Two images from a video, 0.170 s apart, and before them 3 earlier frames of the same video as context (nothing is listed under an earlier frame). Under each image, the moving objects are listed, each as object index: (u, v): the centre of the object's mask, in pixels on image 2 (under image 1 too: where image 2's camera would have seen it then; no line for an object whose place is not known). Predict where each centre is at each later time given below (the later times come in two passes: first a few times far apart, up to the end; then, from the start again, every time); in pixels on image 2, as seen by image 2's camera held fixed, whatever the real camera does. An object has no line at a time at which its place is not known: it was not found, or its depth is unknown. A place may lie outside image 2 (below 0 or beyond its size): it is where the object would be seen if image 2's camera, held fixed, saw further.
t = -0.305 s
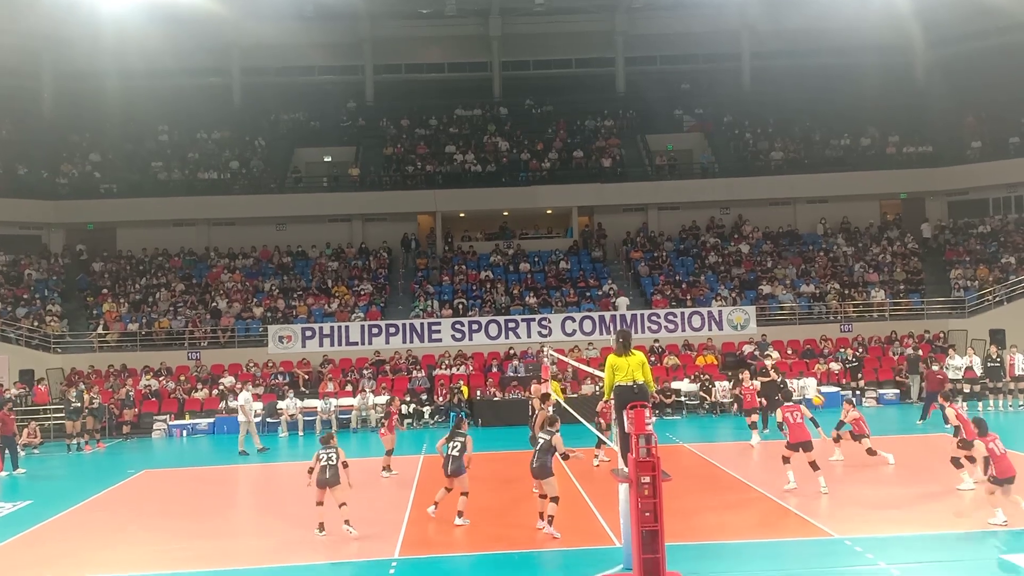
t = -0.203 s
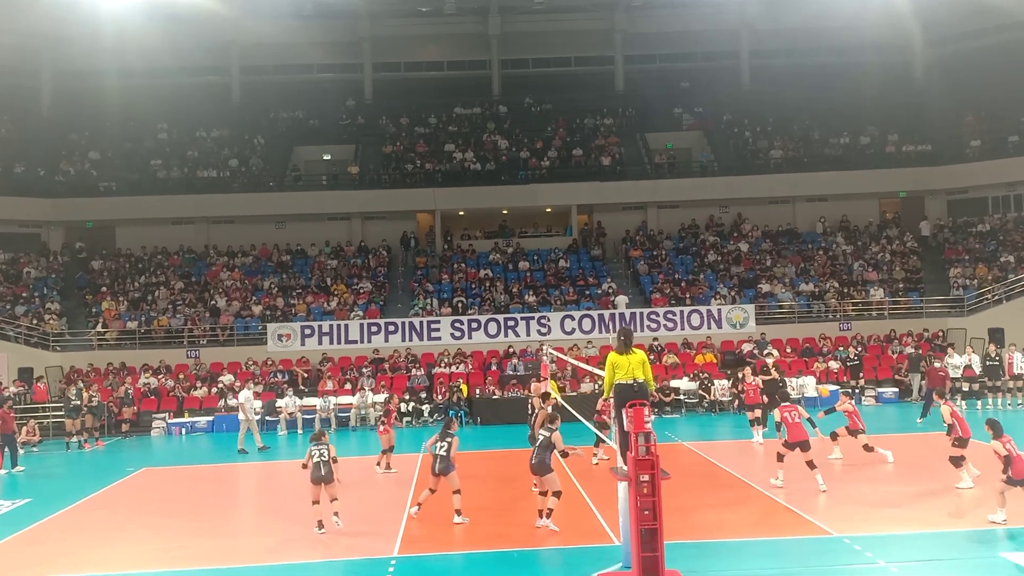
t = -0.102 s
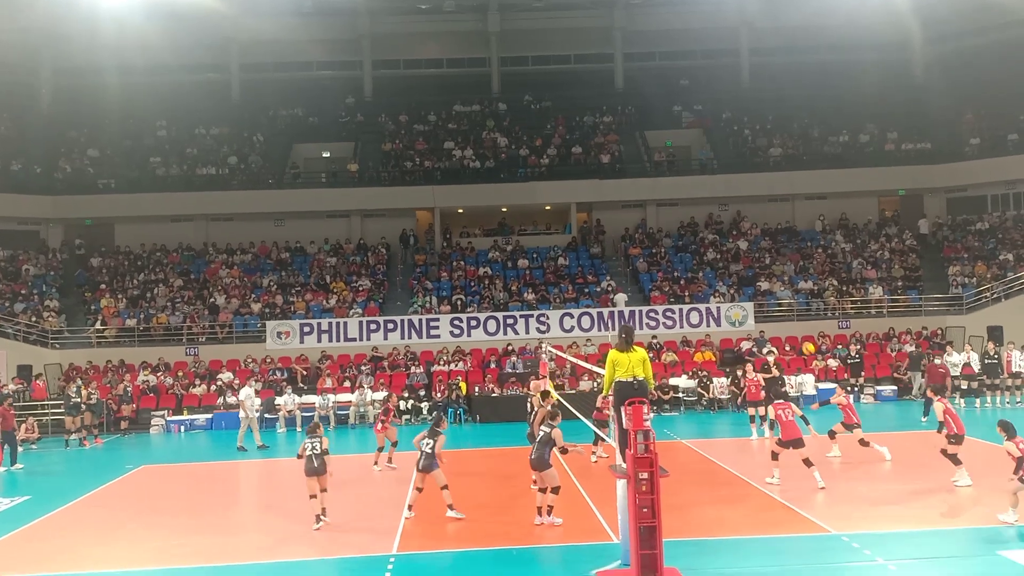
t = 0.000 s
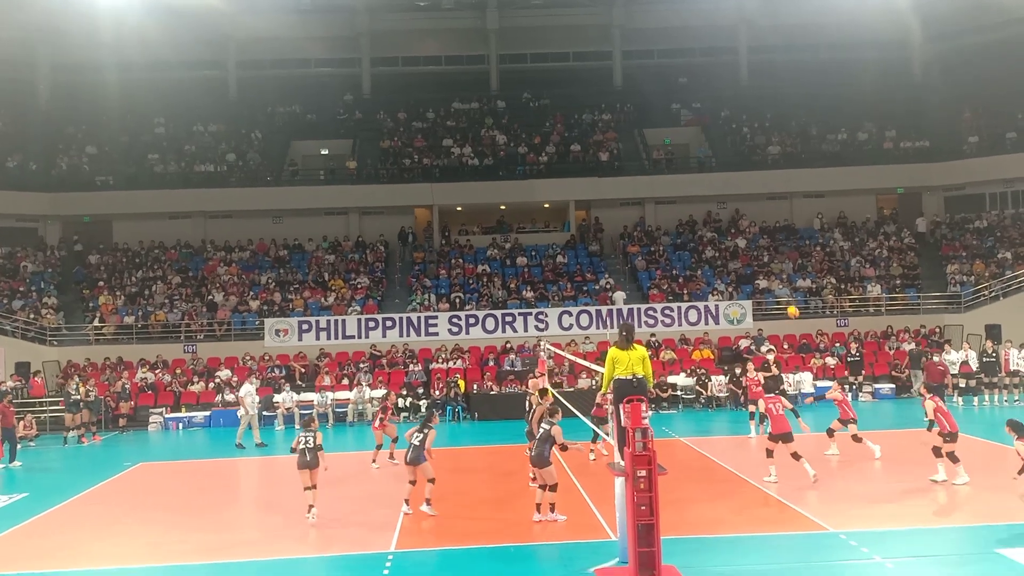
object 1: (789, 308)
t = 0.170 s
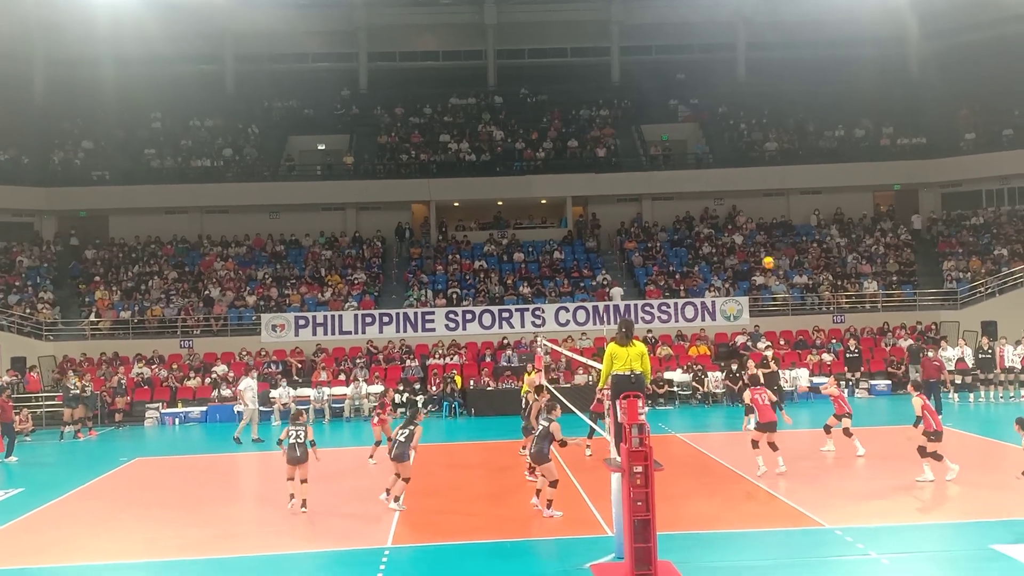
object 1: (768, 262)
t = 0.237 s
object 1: (759, 248)
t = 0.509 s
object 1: (728, 215)
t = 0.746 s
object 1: (703, 214)
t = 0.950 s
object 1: (682, 235)
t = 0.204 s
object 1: (764, 255)
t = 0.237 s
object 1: (759, 248)
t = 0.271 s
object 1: (755, 242)
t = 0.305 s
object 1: (751, 236)
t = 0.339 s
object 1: (747, 231)
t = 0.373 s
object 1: (744, 227)
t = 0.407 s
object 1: (740, 223)
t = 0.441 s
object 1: (736, 220)
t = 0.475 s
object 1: (732, 217)
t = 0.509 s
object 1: (728, 215)
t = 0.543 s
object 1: (725, 213)
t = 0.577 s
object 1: (721, 212)
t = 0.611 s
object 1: (717, 211)
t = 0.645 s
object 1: (714, 211)
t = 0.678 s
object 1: (710, 211)
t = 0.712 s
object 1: (707, 212)
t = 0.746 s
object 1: (703, 214)
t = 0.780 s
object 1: (700, 216)
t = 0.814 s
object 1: (696, 219)
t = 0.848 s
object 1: (693, 222)
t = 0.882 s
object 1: (689, 226)
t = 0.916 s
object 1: (686, 230)
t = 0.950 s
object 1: (682, 235)
